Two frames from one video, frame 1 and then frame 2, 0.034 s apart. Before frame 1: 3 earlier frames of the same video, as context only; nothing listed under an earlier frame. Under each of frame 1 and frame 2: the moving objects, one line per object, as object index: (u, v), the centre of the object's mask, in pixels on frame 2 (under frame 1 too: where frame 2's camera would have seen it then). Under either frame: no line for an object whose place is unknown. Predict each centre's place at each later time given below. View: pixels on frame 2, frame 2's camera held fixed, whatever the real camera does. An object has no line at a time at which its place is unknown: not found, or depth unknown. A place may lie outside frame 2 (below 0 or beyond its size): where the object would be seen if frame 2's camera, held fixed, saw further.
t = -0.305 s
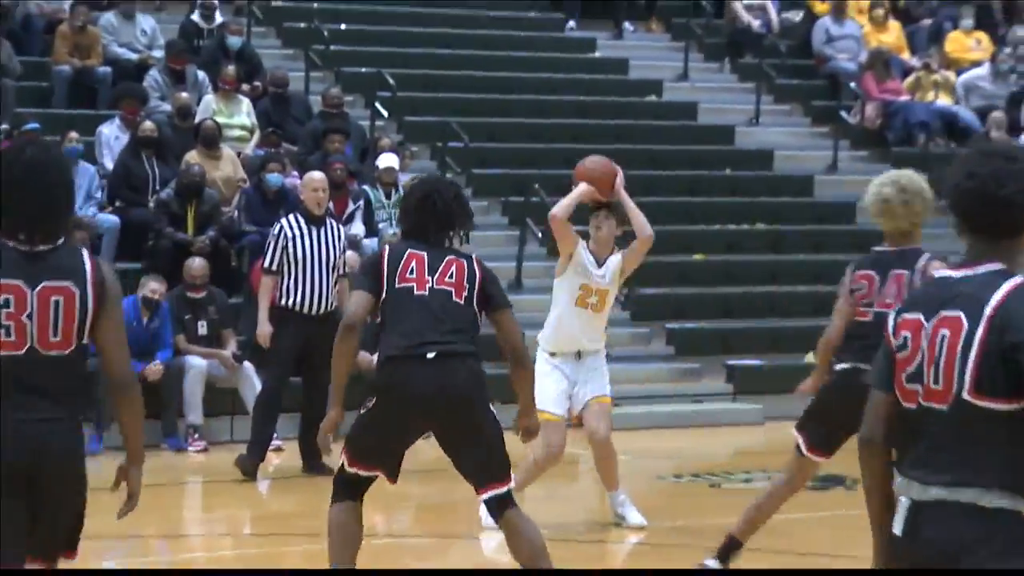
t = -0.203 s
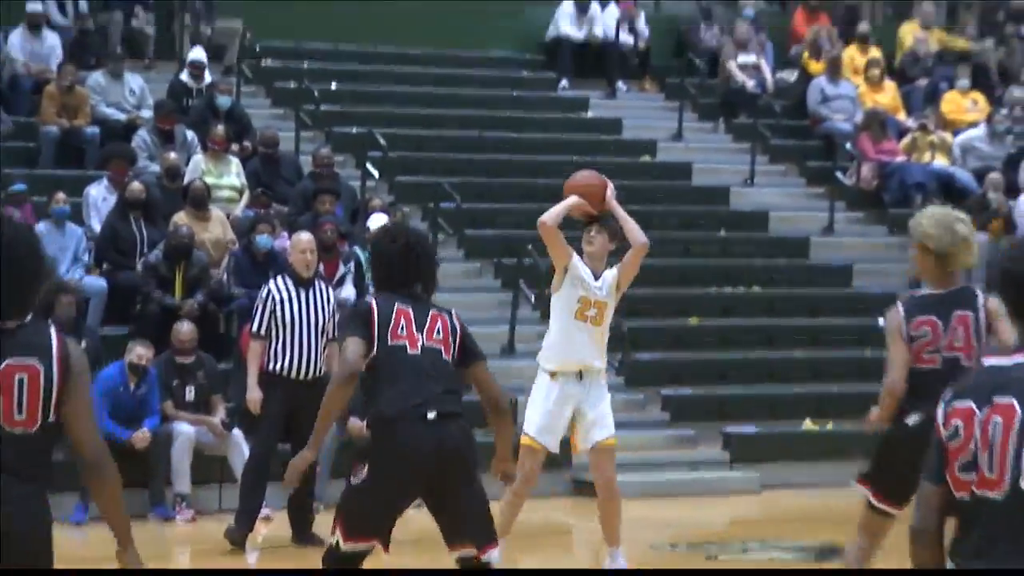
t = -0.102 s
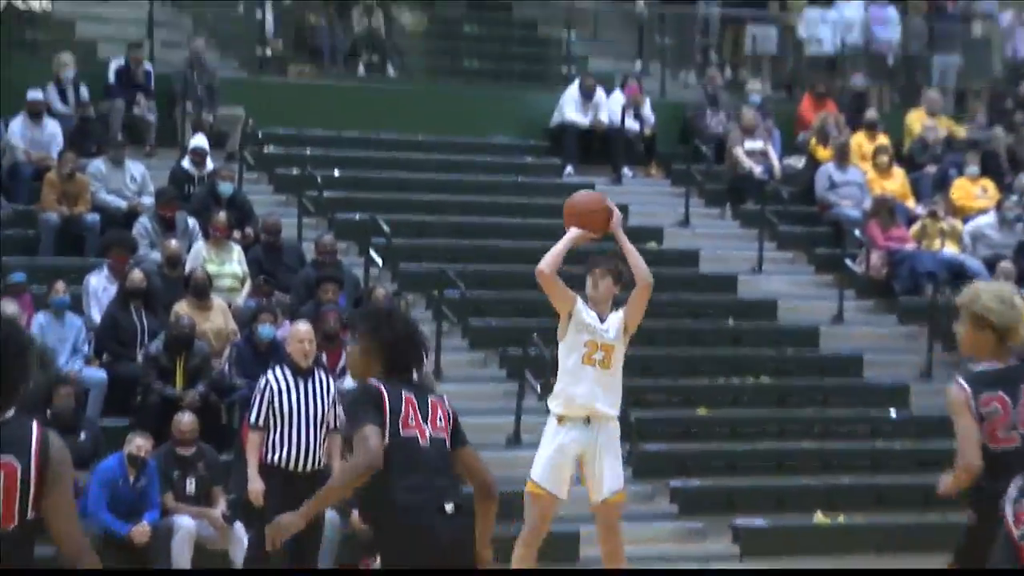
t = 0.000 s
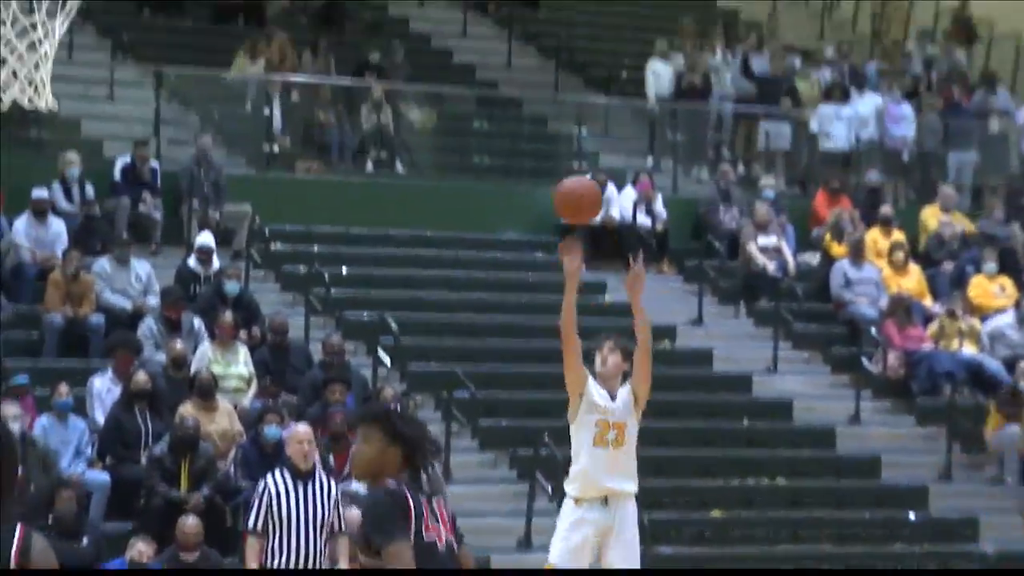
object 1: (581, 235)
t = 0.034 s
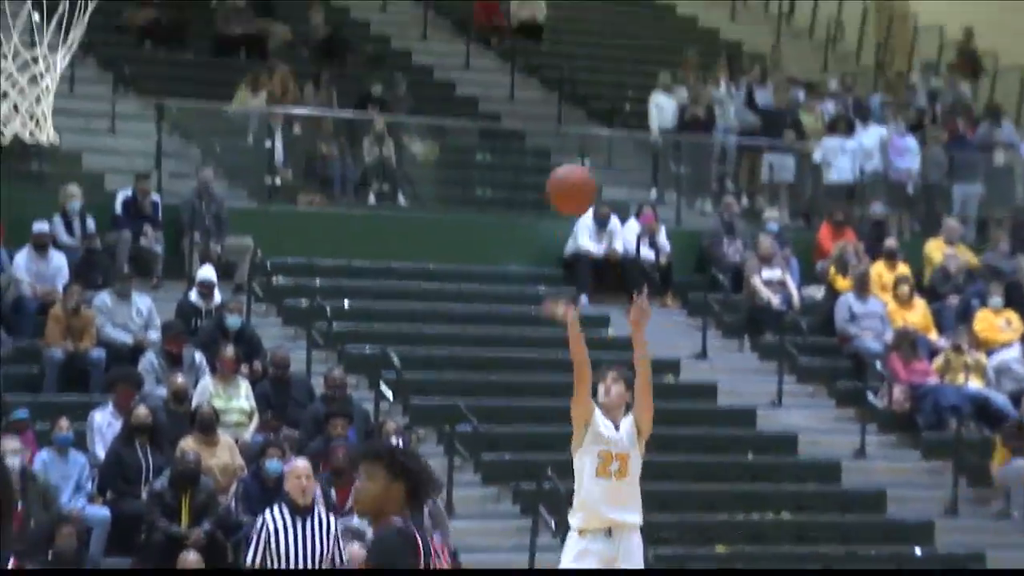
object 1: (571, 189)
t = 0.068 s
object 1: (560, 145)
